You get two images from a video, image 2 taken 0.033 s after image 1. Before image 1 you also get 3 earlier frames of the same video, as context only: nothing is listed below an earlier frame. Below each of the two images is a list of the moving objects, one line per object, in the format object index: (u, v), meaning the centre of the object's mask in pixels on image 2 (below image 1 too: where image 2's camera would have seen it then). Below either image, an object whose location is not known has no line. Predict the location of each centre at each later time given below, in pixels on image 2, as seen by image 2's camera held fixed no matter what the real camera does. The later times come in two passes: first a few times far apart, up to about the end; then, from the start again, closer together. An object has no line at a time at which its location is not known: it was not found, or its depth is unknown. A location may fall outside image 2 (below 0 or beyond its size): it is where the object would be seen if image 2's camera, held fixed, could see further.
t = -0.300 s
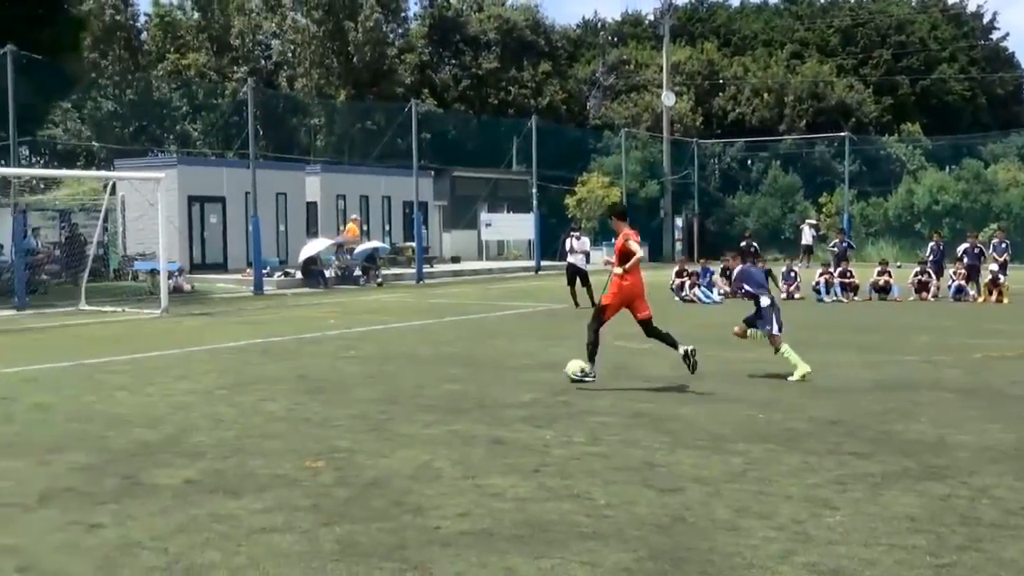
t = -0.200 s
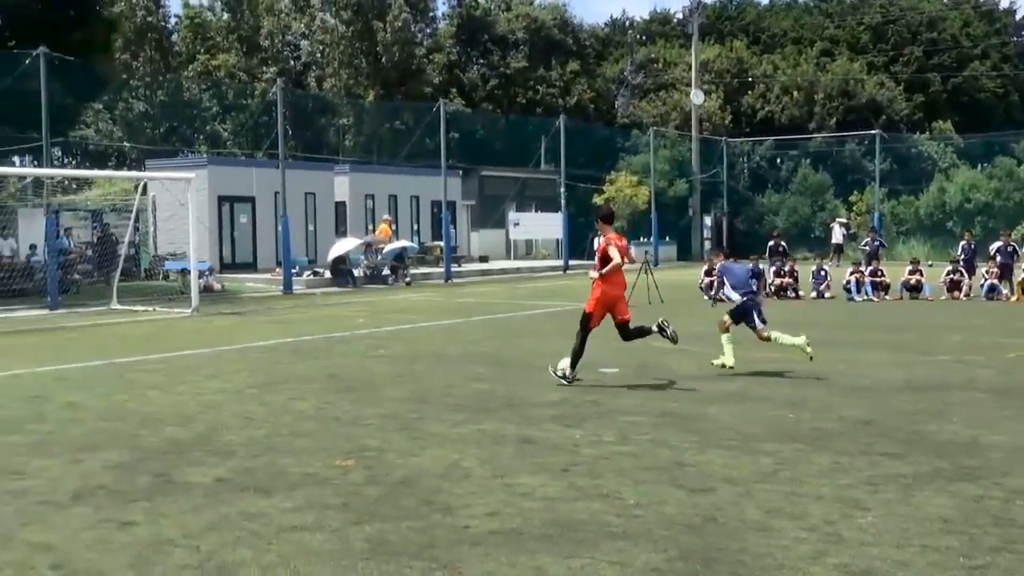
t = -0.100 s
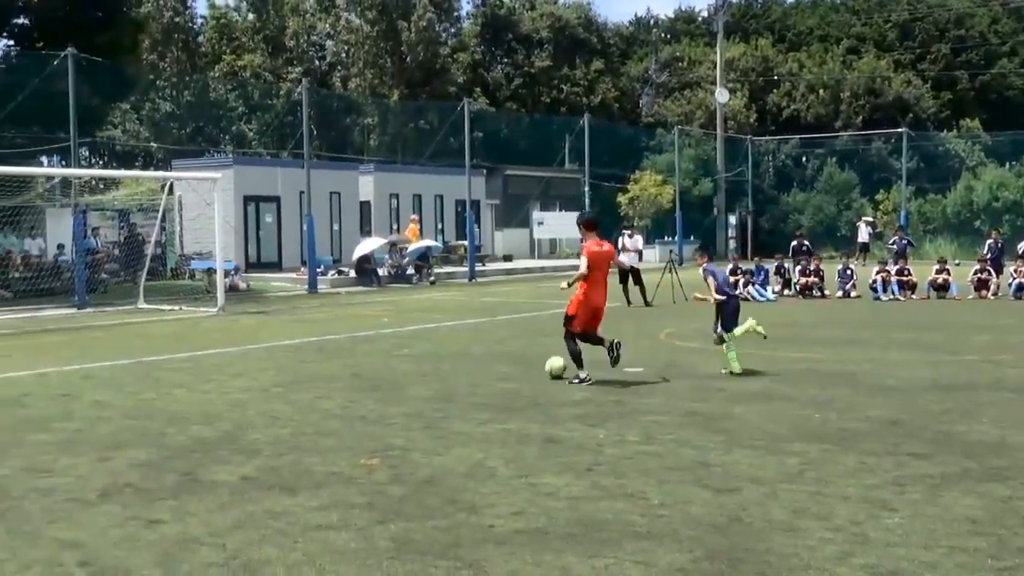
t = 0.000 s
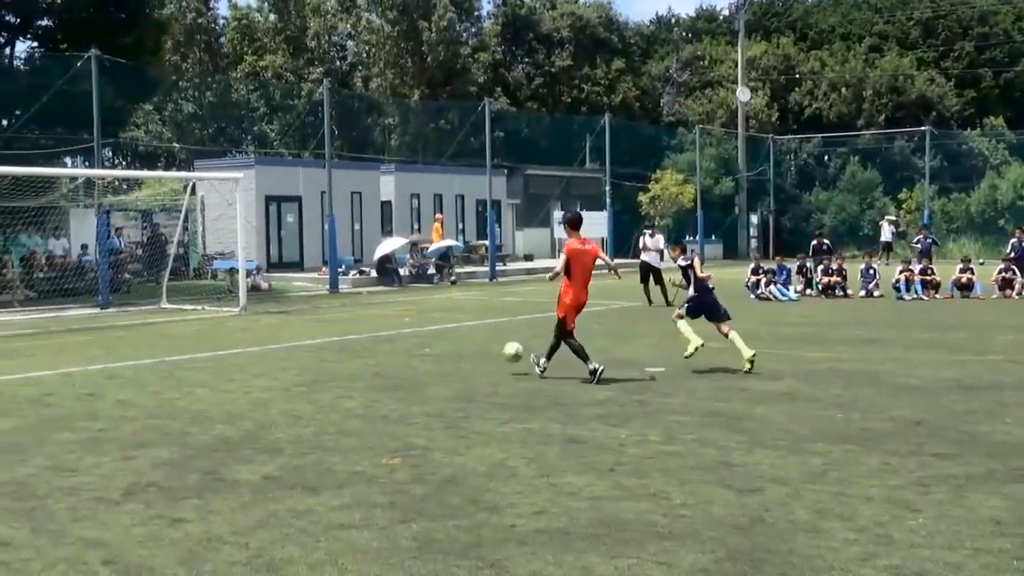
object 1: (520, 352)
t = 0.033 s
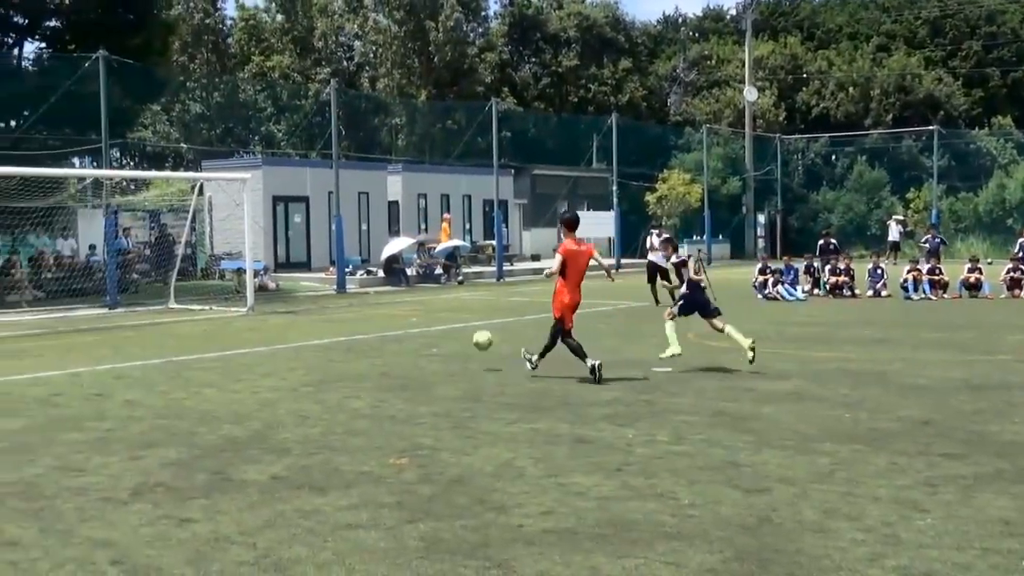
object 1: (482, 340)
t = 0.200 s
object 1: (322, 304)
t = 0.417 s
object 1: (163, 301)
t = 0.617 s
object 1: (48, 326)
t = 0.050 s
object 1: (464, 335)
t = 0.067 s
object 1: (446, 330)
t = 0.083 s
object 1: (430, 326)
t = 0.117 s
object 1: (397, 318)
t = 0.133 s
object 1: (381, 315)
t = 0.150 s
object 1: (366, 312)
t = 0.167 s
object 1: (351, 309)
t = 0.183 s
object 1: (336, 307)
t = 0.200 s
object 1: (322, 304)
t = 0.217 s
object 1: (308, 302)
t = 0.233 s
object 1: (296, 301)
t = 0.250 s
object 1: (281, 300)
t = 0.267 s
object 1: (269, 298)
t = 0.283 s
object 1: (256, 297)
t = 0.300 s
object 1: (243, 297)
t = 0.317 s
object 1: (231, 296)
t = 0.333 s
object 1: (218, 297)
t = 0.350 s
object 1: (207, 298)
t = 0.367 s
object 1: (196, 298)
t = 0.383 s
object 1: (185, 299)
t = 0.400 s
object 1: (174, 300)
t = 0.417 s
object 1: (163, 301)
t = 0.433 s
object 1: (152, 302)
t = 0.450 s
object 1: (142, 303)
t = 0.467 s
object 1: (132, 304)
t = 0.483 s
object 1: (123, 307)
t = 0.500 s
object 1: (113, 308)
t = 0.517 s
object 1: (104, 310)
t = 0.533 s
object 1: (94, 313)
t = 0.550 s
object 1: (84, 315)
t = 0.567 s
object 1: (74, 319)
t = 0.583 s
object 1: (66, 320)
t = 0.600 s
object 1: (57, 323)
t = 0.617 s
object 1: (48, 326)
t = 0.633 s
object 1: (42, 325)
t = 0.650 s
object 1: (36, 321)
